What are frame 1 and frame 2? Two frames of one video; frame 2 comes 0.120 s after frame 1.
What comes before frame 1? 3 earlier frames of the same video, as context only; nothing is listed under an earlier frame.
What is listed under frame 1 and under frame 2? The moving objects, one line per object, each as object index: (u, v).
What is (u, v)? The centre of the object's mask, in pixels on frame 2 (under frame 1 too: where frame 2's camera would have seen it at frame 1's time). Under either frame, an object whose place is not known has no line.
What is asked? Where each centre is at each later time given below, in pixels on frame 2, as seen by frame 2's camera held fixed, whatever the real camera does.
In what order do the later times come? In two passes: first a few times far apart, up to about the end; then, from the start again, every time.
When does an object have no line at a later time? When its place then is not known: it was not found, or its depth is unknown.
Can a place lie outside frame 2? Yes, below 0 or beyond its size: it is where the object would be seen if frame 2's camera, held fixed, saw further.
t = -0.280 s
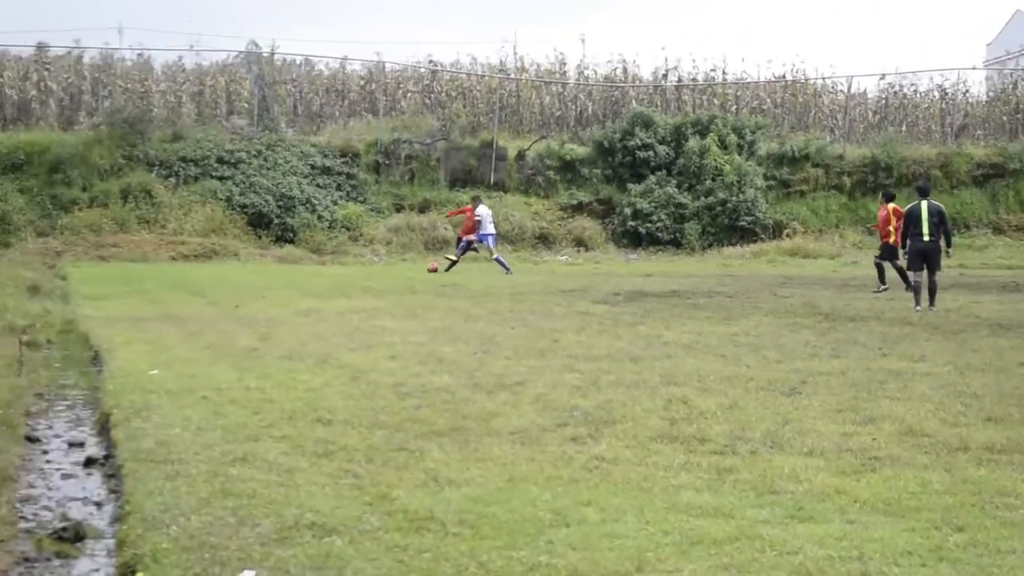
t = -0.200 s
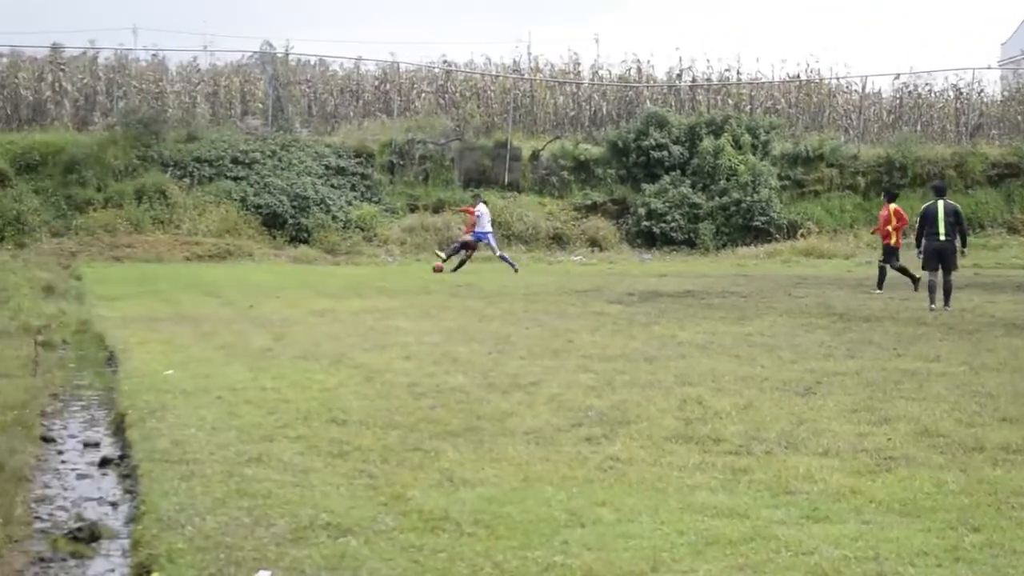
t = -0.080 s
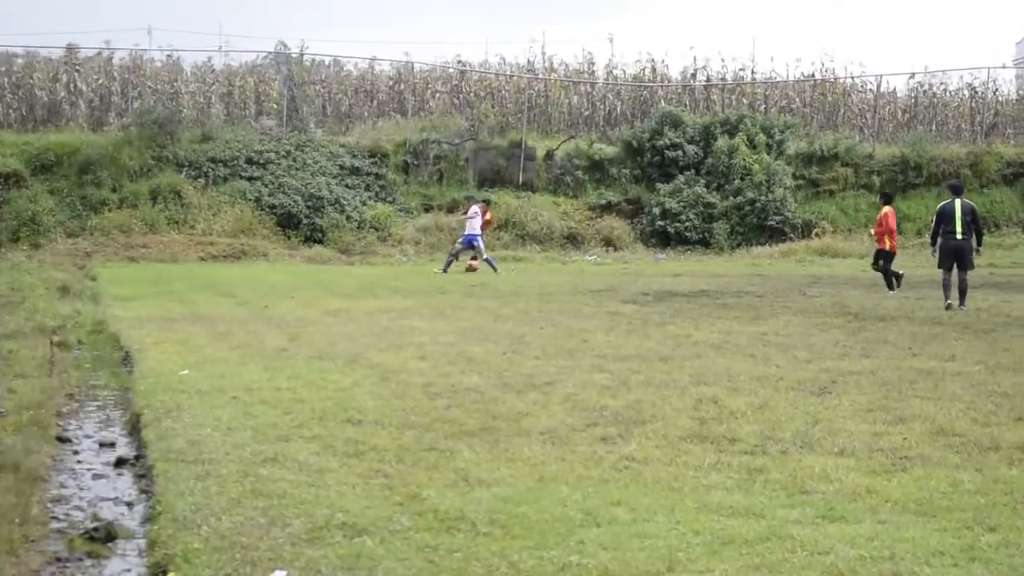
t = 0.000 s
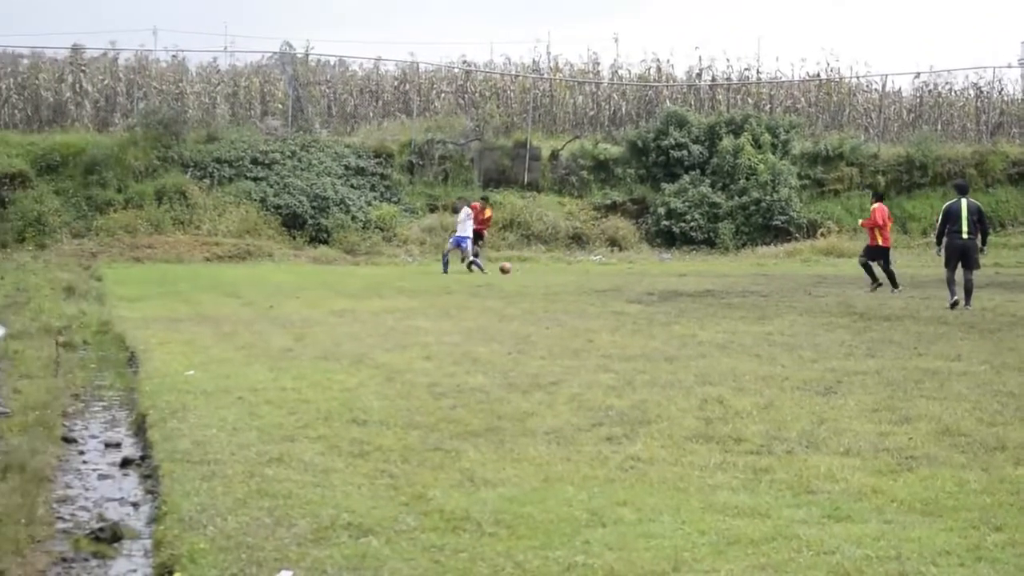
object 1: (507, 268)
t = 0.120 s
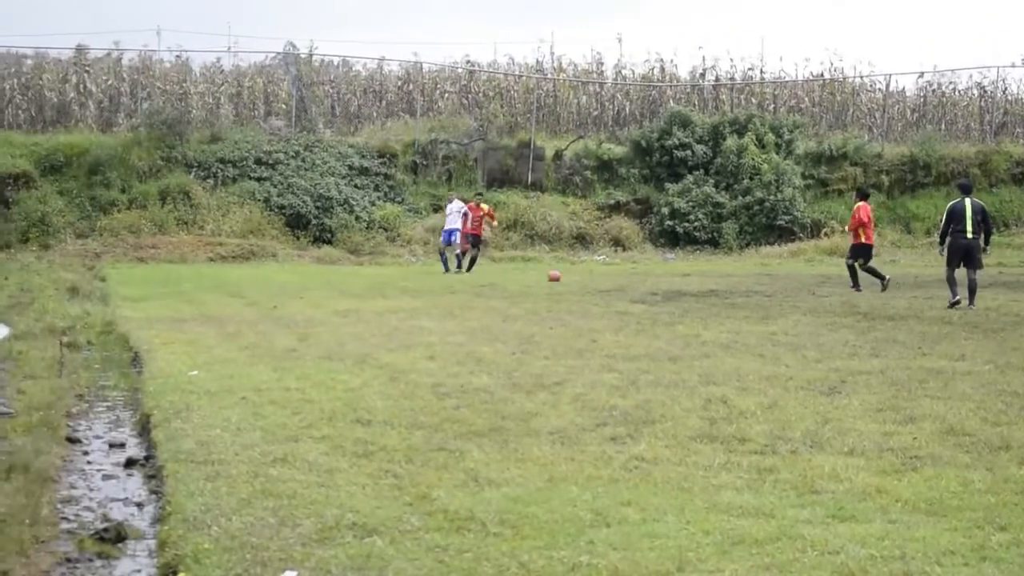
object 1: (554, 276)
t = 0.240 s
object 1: (597, 279)
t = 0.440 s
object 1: (674, 283)
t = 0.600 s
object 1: (732, 289)
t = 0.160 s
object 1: (569, 278)
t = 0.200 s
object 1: (584, 278)
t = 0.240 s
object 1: (597, 279)
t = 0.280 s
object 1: (613, 281)
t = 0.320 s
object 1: (630, 283)
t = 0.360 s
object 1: (646, 284)
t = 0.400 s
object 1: (659, 283)
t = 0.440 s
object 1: (674, 283)
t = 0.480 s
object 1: (688, 283)
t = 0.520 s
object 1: (704, 286)
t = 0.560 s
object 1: (719, 287)
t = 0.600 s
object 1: (732, 289)
